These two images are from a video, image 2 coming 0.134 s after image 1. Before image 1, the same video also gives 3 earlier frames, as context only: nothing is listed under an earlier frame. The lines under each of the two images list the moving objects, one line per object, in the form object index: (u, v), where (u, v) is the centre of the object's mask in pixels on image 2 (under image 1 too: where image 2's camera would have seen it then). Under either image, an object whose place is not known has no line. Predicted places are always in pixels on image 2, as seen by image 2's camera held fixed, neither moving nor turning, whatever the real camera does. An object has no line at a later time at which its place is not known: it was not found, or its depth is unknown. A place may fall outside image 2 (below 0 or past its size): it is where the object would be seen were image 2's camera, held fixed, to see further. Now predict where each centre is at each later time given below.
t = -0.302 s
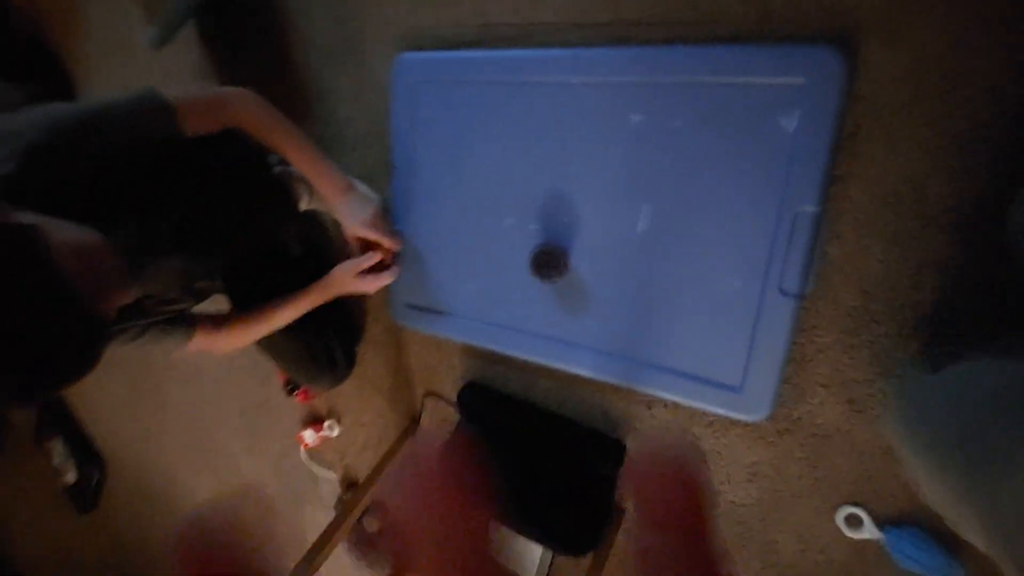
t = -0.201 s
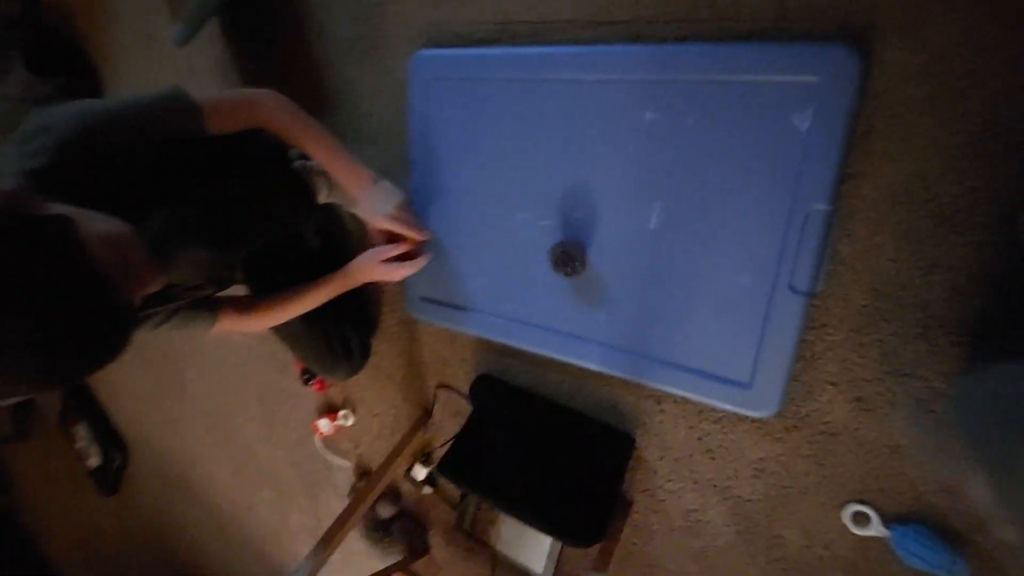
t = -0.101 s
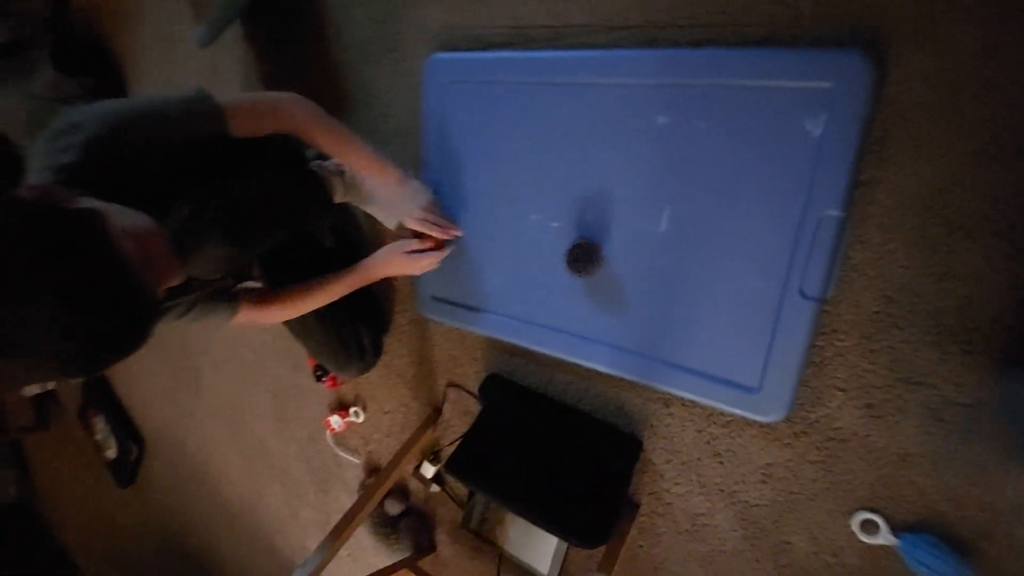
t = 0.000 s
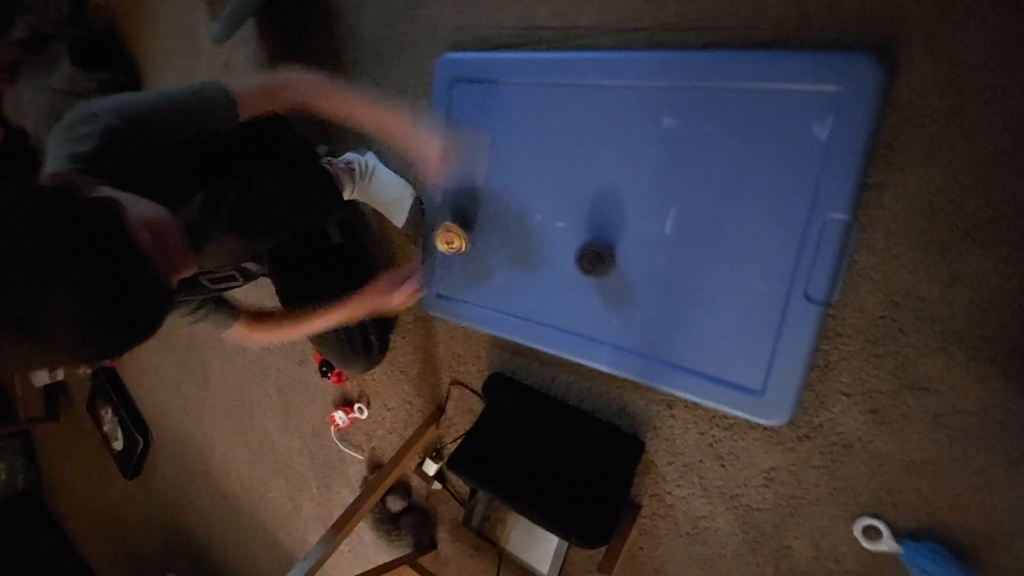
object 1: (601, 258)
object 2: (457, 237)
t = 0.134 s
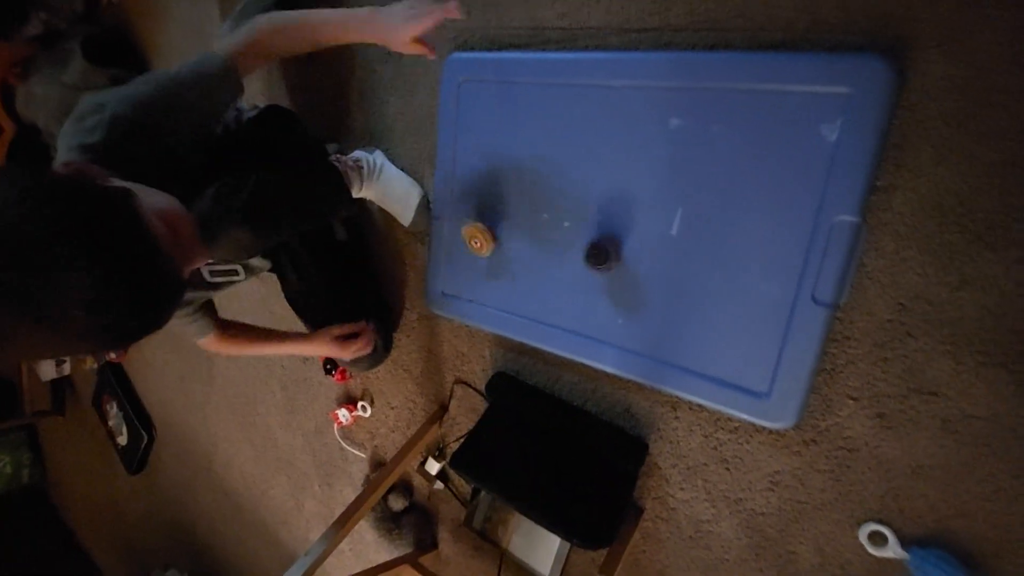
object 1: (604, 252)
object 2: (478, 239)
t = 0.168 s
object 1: (606, 252)
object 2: (485, 242)
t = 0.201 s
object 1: (609, 252)
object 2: (487, 242)
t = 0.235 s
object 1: (610, 253)
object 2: (490, 243)
